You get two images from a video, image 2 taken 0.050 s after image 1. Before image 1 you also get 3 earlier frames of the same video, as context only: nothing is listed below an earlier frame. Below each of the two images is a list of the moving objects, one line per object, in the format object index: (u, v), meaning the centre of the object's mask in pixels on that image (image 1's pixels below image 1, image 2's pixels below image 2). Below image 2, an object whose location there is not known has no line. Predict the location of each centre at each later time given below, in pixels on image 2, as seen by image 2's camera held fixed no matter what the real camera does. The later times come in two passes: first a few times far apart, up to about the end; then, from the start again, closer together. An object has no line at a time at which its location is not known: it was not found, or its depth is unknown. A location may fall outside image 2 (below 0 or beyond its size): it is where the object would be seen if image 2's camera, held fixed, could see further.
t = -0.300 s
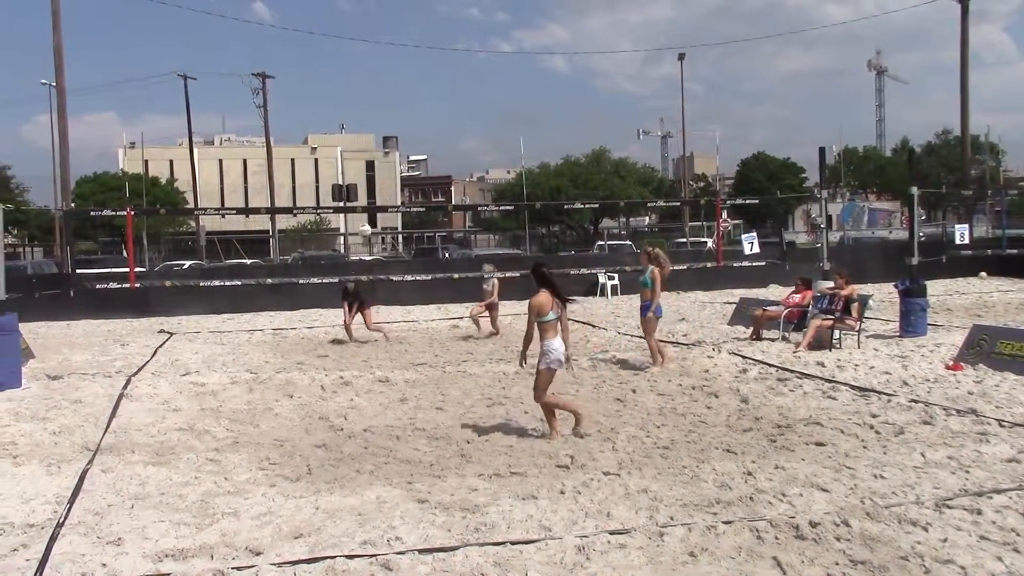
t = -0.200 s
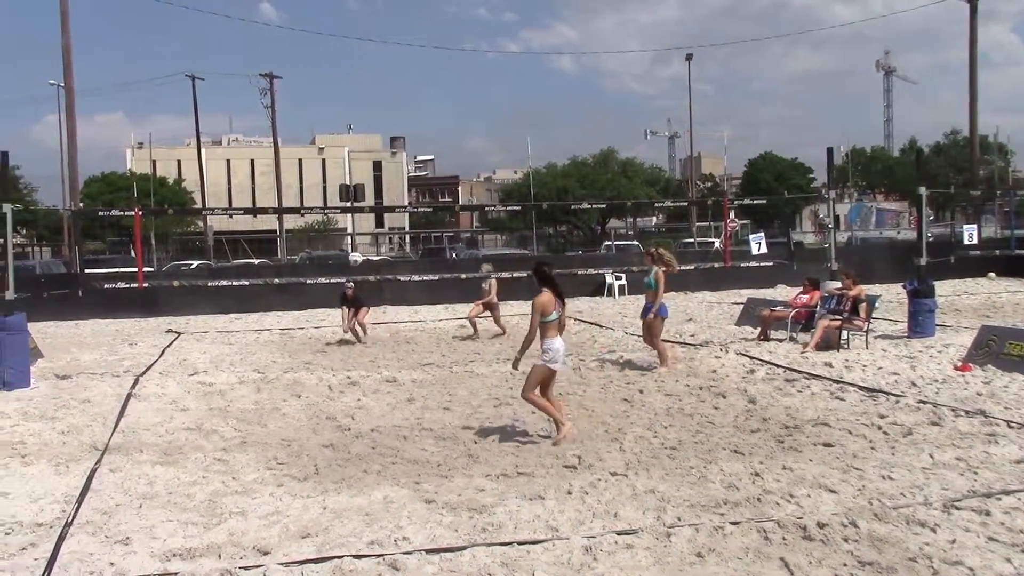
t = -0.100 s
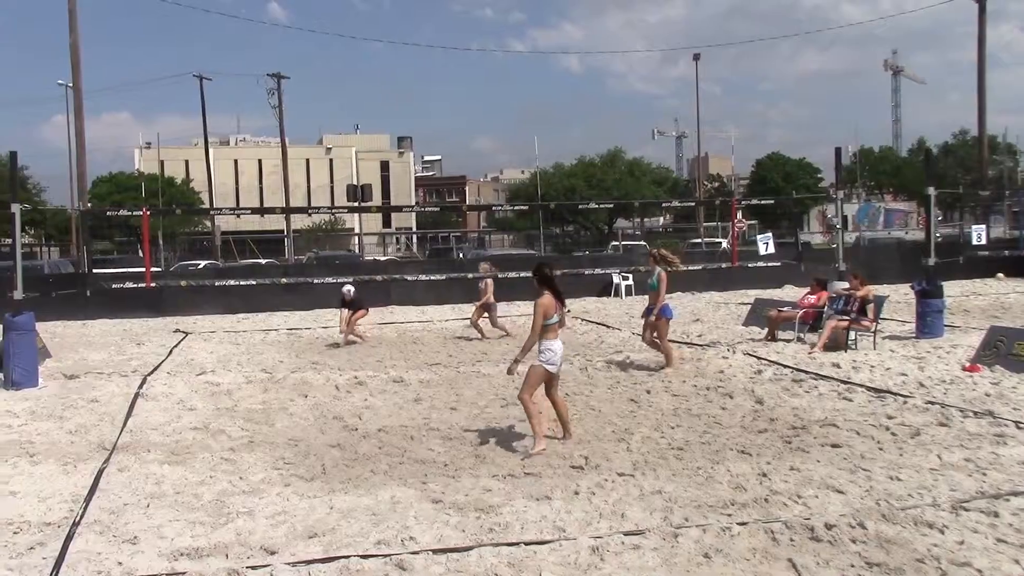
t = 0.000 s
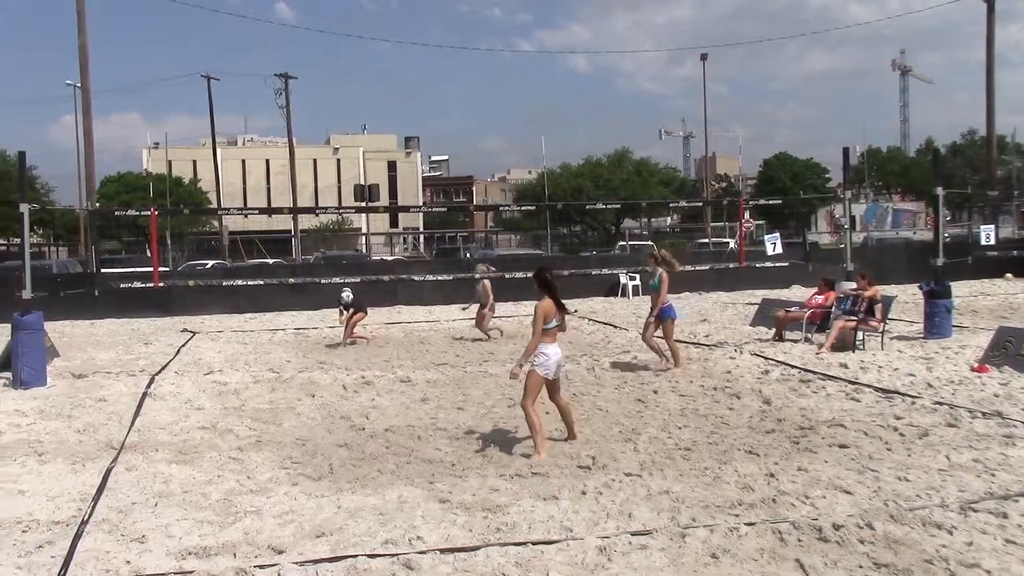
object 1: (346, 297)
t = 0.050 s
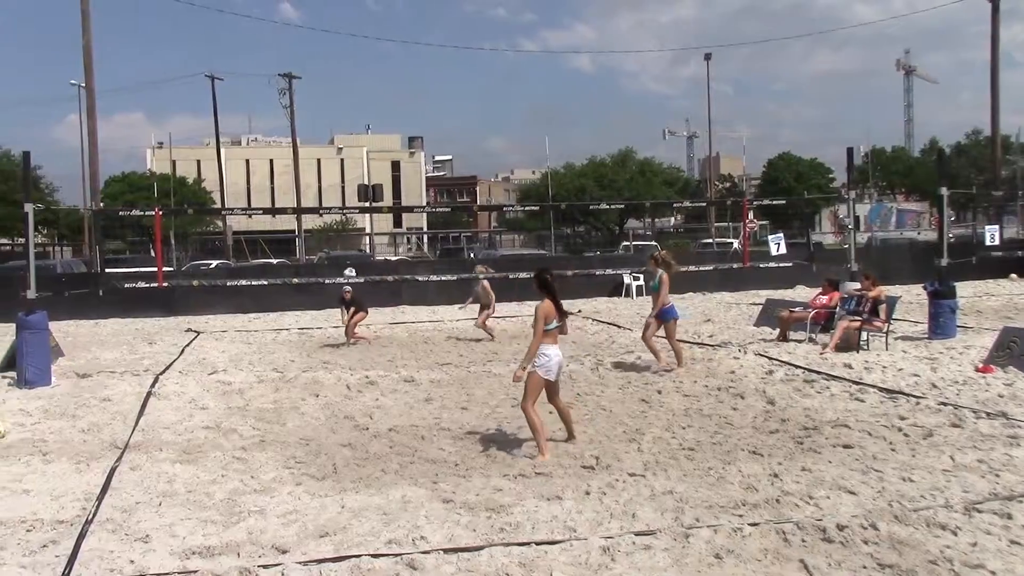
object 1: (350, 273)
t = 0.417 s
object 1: (351, 132)
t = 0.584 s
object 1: (353, 92)
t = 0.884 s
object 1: (358, 58)
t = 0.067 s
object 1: (349, 266)
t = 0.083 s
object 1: (349, 258)
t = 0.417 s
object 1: (351, 132)
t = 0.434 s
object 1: (352, 128)
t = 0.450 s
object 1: (351, 122)
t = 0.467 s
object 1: (352, 119)
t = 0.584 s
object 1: (353, 92)
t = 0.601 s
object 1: (353, 88)
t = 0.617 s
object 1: (352, 86)
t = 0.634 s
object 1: (353, 82)
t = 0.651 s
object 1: (354, 79)
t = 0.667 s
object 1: (353, 76)
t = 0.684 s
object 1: (354, 75)
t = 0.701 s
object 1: (354, 72)
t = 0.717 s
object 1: (354, 70)
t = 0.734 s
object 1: (355, 69)
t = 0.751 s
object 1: (355, 67)
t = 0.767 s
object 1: (355, 64)
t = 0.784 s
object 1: (356, 64)
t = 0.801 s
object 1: (356, 62)
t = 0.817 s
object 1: (357, 61)
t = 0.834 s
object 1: (356, 60)
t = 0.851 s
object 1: (358, 60)
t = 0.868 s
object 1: (358, 58)
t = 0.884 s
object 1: (358, 58)
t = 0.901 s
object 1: (358, 58)
